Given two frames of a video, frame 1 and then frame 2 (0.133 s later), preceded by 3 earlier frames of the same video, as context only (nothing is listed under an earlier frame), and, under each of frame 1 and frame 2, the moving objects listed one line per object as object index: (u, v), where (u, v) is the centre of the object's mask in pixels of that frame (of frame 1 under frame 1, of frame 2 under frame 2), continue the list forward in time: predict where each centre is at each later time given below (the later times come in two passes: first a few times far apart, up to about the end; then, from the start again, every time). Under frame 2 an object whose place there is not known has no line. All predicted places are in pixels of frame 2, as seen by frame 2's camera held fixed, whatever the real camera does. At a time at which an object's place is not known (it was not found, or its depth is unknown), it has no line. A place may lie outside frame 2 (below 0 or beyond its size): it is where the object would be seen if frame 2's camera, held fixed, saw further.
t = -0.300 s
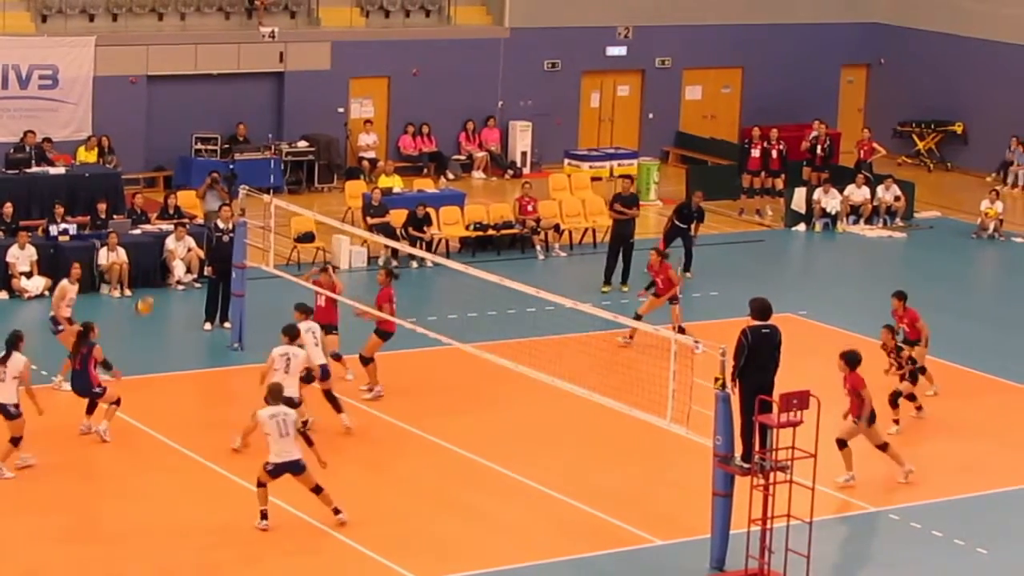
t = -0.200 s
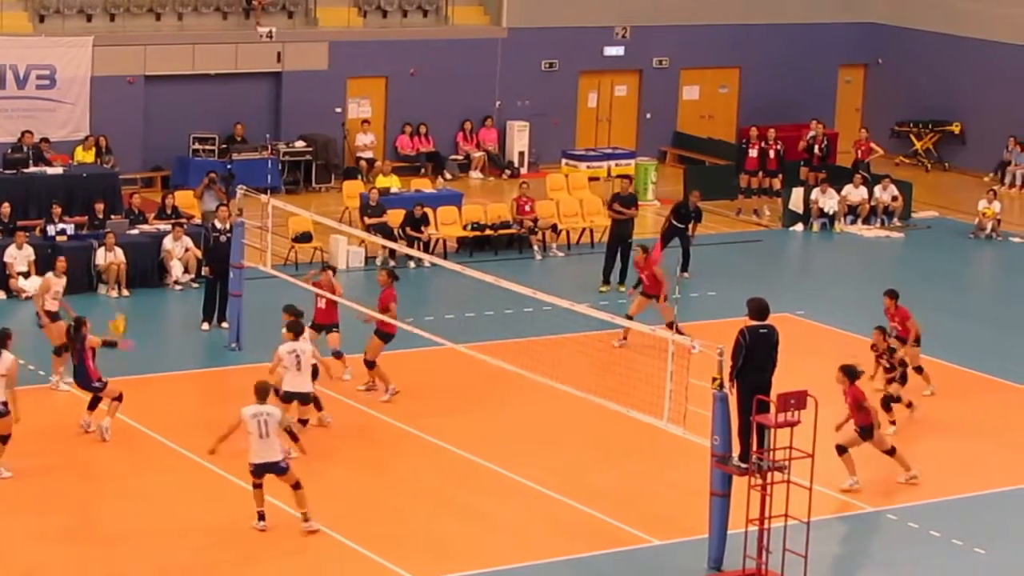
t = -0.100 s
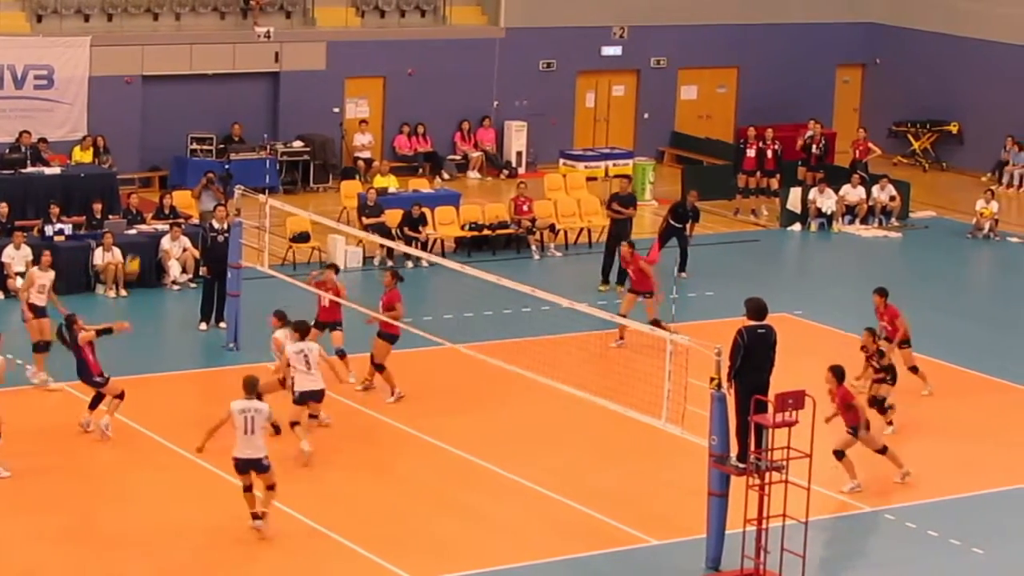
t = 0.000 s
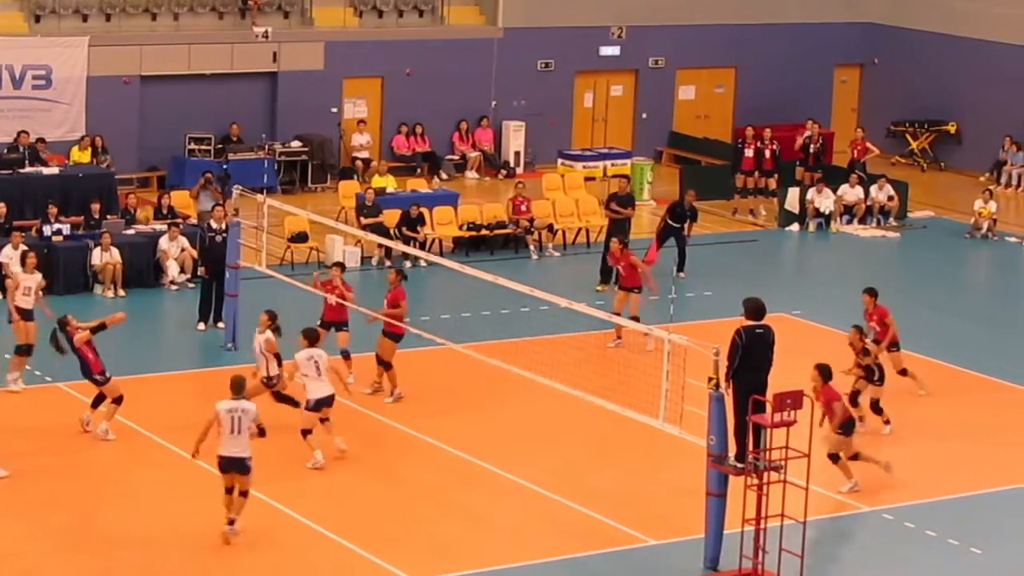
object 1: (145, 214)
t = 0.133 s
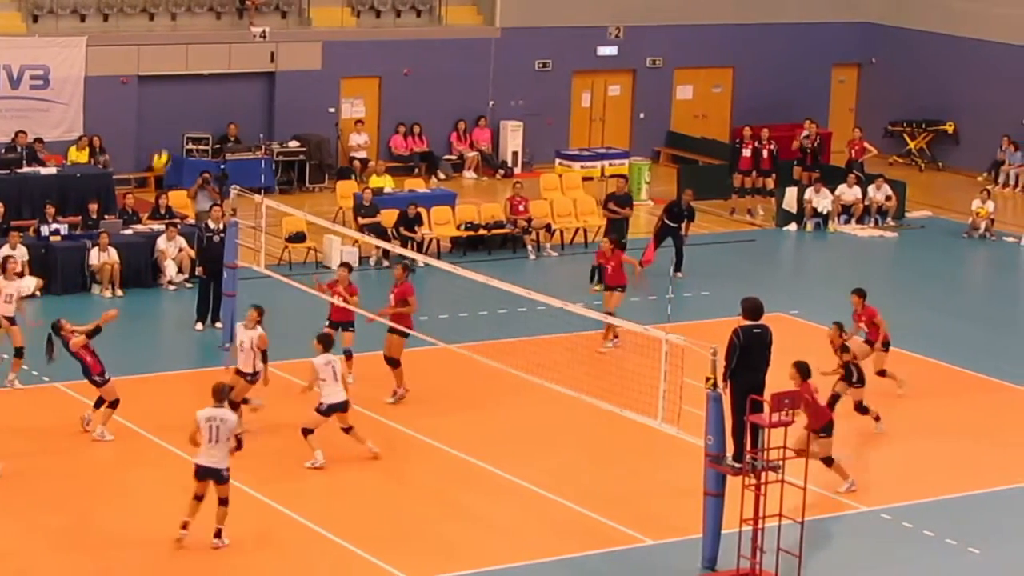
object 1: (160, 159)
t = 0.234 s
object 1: (176, 129)
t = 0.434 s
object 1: (203, 91)
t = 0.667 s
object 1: (236, 89)
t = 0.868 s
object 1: (261, 125)
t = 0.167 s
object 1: (165, 149)
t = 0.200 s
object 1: (171, 139)
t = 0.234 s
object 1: (176, 129)
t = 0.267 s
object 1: (181, 119)
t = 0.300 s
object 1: (186, 111)
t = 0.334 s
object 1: (190, 104)
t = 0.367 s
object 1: (195, 99)
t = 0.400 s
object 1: (198, 94)
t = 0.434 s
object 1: (203, 91)
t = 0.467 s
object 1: (207, 89)
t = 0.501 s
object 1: (212, 87)
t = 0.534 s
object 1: (216, 86)
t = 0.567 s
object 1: (221, 86)
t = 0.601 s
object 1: (226, 87)
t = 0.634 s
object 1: (231, 88)
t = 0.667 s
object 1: (236, 89)
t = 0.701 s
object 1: (239, 93)
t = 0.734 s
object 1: (244, 97)
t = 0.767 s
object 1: (248, 102)
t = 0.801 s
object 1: (252, 109)
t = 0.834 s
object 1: (256, 117)
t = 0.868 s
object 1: (261, 125)
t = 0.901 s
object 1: (265, 134)
